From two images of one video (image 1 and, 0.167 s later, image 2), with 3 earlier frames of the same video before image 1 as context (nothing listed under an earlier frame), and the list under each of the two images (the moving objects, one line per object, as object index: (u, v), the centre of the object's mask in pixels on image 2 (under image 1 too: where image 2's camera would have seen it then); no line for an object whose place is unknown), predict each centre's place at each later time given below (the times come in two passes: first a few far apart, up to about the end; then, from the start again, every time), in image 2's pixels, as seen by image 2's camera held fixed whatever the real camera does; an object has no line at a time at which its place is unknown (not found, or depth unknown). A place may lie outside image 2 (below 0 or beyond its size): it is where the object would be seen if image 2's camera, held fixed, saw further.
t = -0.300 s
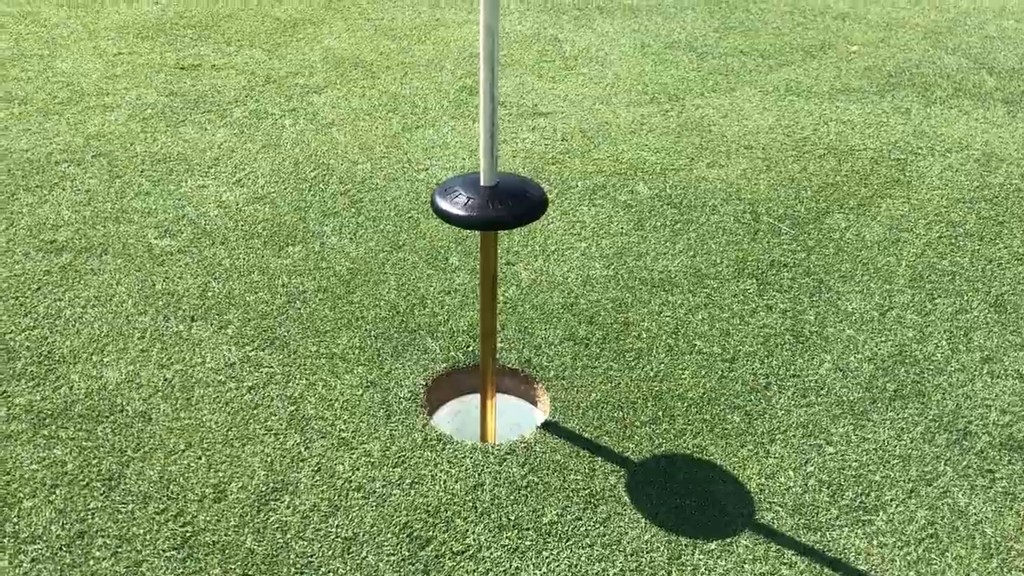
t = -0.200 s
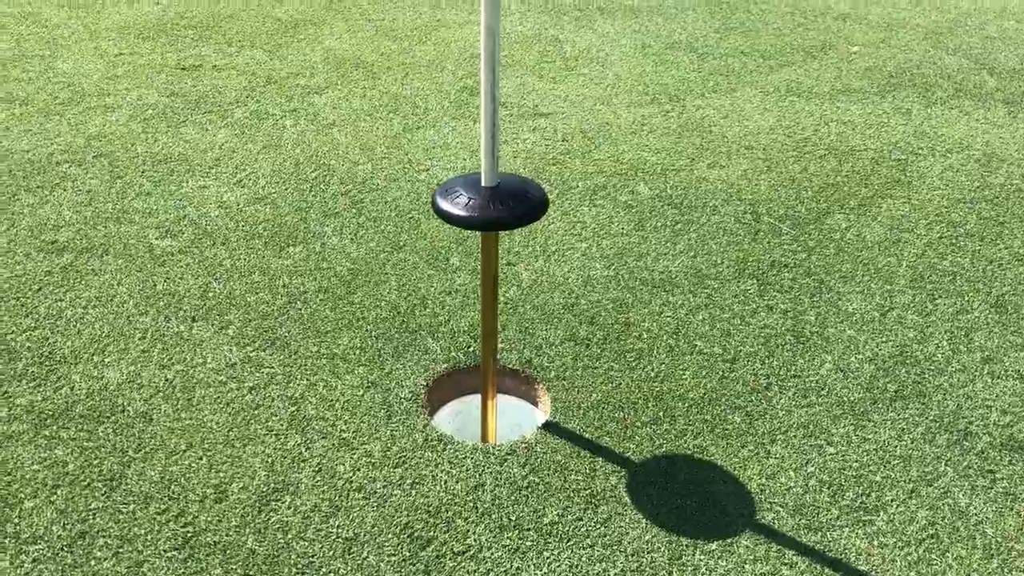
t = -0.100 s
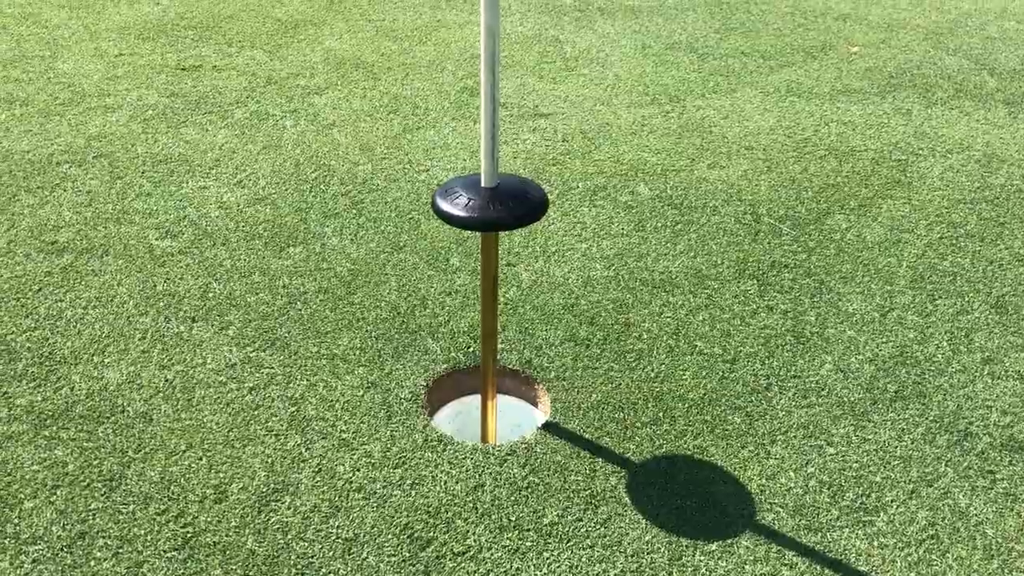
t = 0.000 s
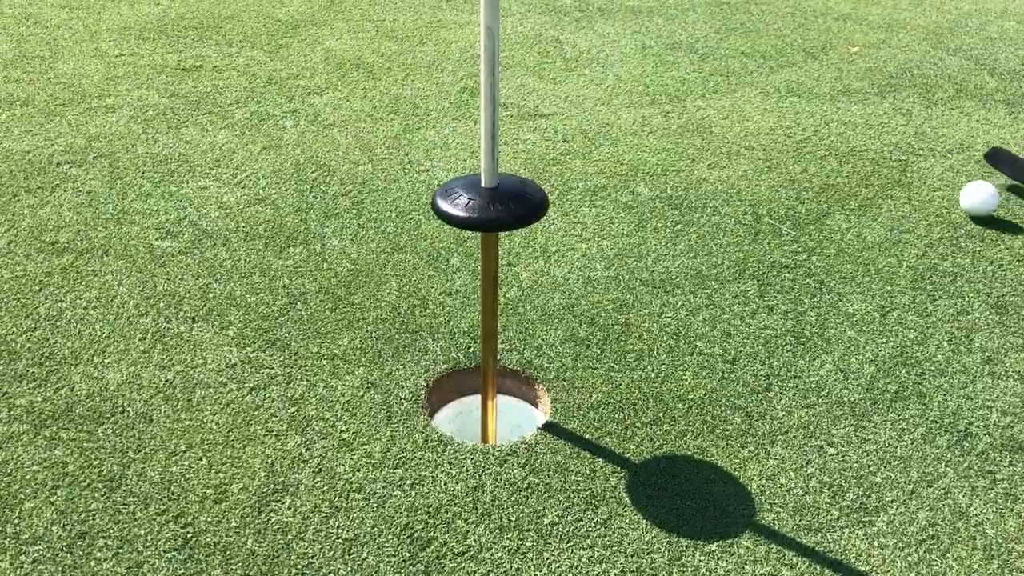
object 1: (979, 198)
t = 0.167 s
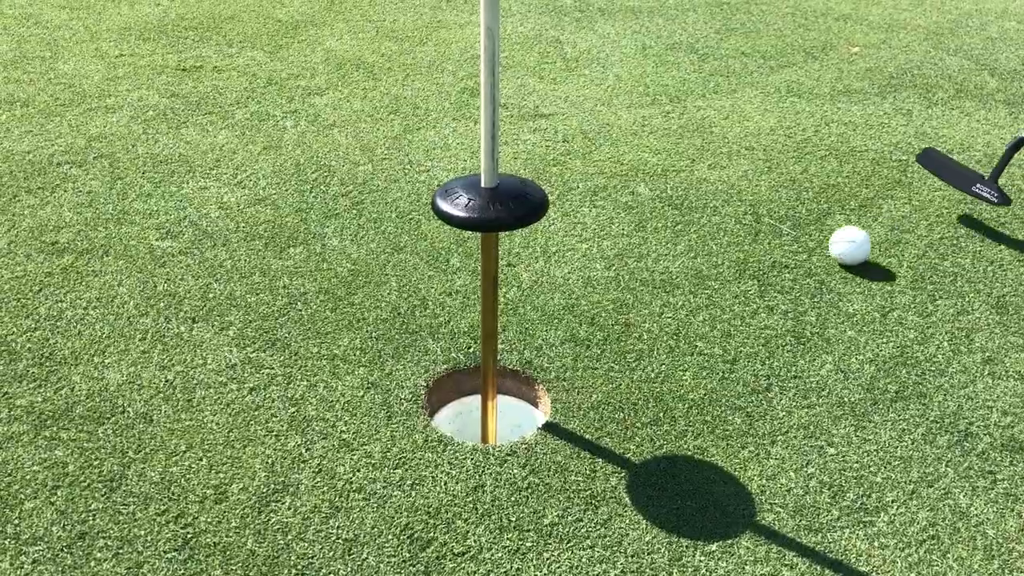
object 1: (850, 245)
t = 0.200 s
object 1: (822, 255)
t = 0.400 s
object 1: (640, 315)
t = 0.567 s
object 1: (474, 364)
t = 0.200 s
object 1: (822, 255)
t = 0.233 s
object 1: (792, 266)
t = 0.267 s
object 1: (763, 275)
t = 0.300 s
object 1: (733, 285)
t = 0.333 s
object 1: (702, 294)
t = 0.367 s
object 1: (671, 305)
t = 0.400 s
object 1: (640, 315)
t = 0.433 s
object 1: (608, 324)
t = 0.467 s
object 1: (575, 335)
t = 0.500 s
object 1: (542, 347)
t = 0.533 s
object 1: (513, 361)
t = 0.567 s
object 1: (474, 364)
